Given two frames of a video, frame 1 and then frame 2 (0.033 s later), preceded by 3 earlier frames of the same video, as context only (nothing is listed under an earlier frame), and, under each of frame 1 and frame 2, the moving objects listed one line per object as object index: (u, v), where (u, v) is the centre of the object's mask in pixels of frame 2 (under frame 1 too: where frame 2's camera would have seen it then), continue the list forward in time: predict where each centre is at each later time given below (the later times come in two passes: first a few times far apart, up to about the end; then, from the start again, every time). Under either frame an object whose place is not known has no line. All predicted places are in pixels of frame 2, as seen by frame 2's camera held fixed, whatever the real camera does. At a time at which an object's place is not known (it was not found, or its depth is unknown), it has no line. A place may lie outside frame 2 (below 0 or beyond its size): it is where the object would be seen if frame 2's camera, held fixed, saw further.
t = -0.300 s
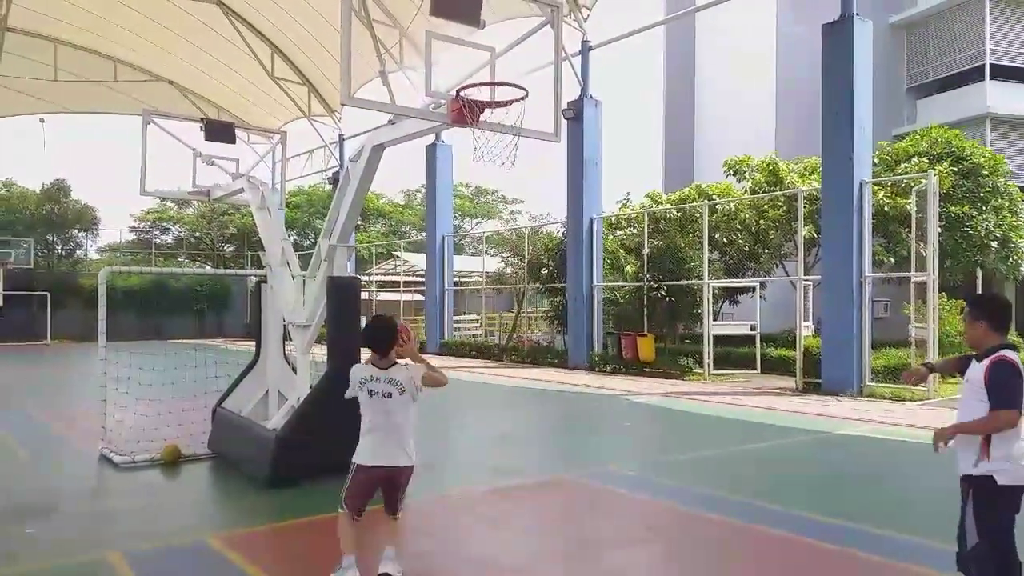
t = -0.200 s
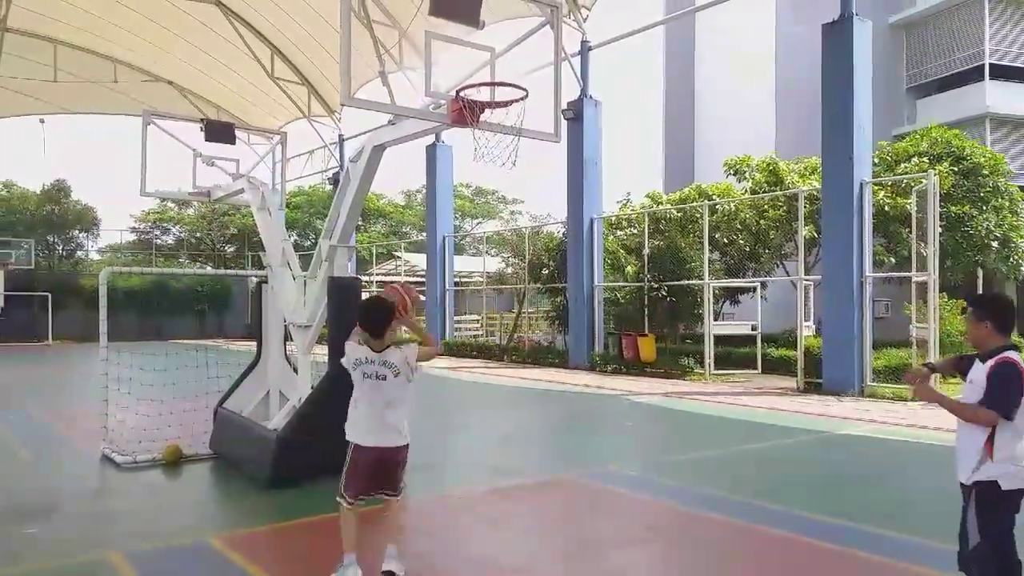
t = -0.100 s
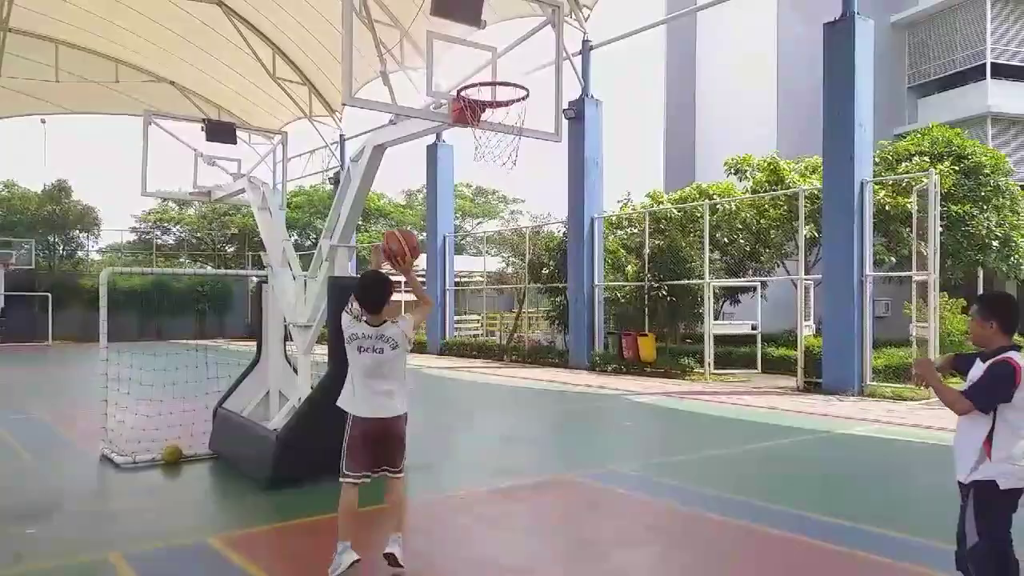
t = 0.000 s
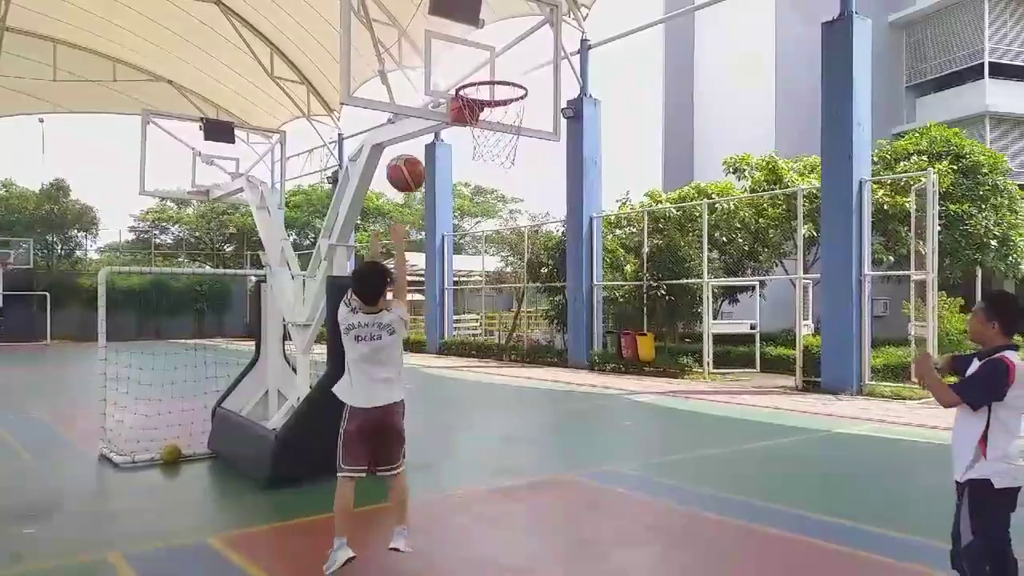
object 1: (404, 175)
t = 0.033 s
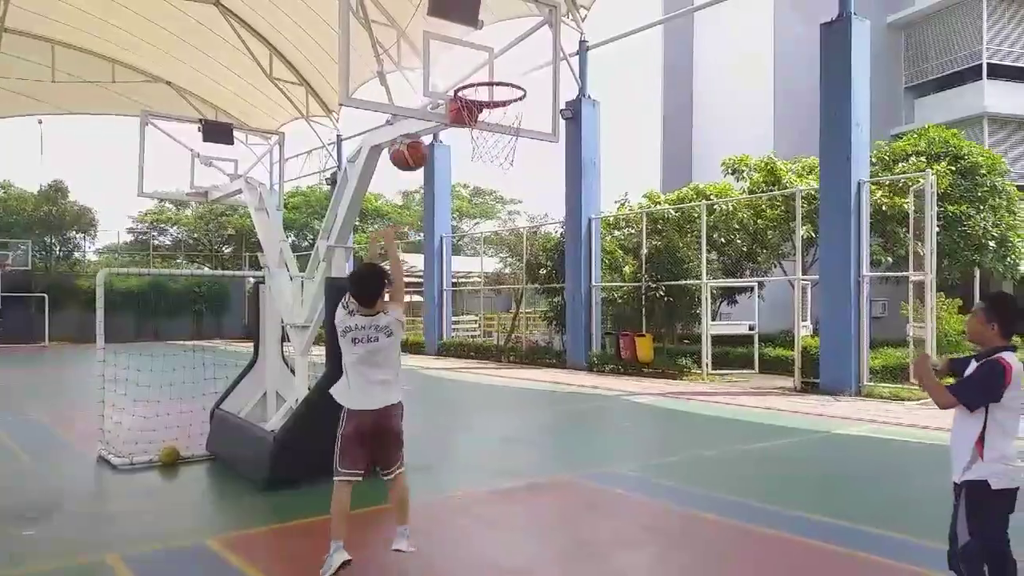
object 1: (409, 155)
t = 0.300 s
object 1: (431, 50)
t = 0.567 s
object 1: (472, 73)
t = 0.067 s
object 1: (410, 132)
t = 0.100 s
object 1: (412, 115)
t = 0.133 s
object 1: (416, 99)
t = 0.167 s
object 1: (420, 86)
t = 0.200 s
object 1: (422, 74)
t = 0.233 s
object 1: (425, 64)
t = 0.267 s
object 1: (428, 57)
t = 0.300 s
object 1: (431, 50)
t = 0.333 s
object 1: (434, 47)
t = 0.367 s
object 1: (440, 45)
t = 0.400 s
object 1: (446, 46)
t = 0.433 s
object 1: (451, 48)
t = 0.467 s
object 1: (457, 52)
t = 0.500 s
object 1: (462, 58)
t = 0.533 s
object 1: (467, 64)
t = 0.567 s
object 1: (472, 73)
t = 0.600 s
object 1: (478, 84)
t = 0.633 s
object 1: (483, 96)
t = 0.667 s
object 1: (489, 109)
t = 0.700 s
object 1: (495, 125)
